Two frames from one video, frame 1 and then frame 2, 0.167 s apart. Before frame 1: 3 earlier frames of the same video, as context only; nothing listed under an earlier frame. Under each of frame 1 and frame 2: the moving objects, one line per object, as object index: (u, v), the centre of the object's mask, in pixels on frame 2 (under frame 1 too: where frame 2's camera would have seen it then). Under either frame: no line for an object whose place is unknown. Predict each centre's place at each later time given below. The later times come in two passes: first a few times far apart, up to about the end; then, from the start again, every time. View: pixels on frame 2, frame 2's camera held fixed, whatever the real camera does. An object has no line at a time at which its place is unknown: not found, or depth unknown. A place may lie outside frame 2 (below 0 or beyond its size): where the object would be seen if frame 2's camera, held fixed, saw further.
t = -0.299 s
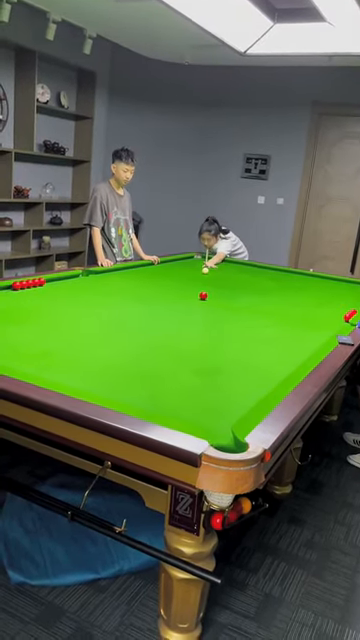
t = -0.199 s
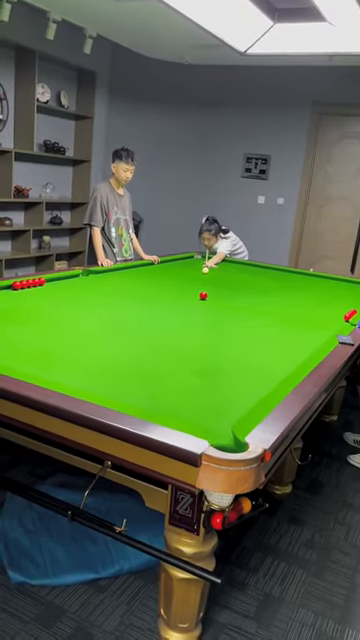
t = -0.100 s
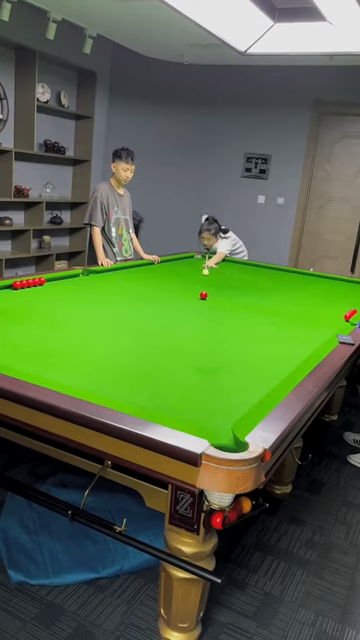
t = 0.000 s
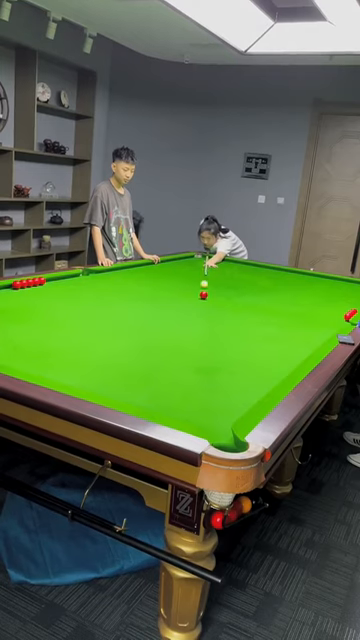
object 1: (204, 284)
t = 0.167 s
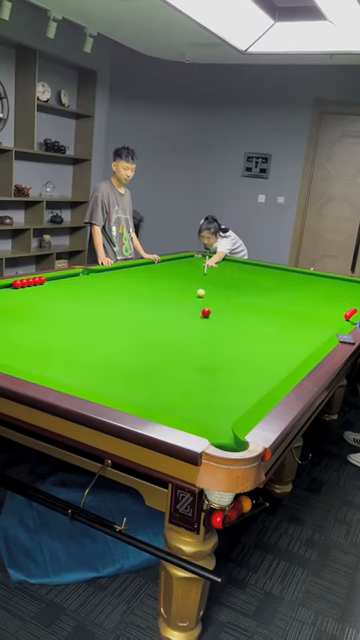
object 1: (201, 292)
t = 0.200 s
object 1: (200, 292)
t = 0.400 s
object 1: (195, 293)
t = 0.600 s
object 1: (191, 293)
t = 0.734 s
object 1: (189, 293)
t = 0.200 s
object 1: (200, 292)
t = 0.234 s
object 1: (199, 292)
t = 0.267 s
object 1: (198, 292)
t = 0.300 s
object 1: (198, 292)
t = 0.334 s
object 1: (197, 292)
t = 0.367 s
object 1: (196, 293)
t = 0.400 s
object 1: (195, 293)
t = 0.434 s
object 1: (195, 293)
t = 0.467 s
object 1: (194, 293)
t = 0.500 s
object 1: (193, 293)
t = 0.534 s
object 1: (193, 293)
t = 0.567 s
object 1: (192, 293)
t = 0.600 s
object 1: (191, 293)
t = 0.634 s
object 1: (191, 293)
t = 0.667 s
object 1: (190, 293)
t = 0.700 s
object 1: (189, 293)
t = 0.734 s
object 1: (189, 293)
